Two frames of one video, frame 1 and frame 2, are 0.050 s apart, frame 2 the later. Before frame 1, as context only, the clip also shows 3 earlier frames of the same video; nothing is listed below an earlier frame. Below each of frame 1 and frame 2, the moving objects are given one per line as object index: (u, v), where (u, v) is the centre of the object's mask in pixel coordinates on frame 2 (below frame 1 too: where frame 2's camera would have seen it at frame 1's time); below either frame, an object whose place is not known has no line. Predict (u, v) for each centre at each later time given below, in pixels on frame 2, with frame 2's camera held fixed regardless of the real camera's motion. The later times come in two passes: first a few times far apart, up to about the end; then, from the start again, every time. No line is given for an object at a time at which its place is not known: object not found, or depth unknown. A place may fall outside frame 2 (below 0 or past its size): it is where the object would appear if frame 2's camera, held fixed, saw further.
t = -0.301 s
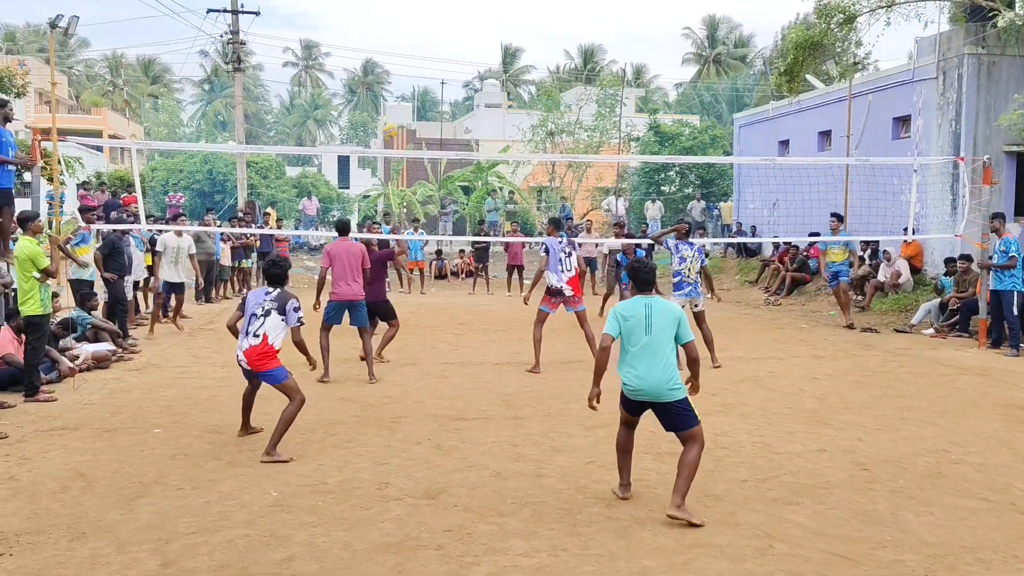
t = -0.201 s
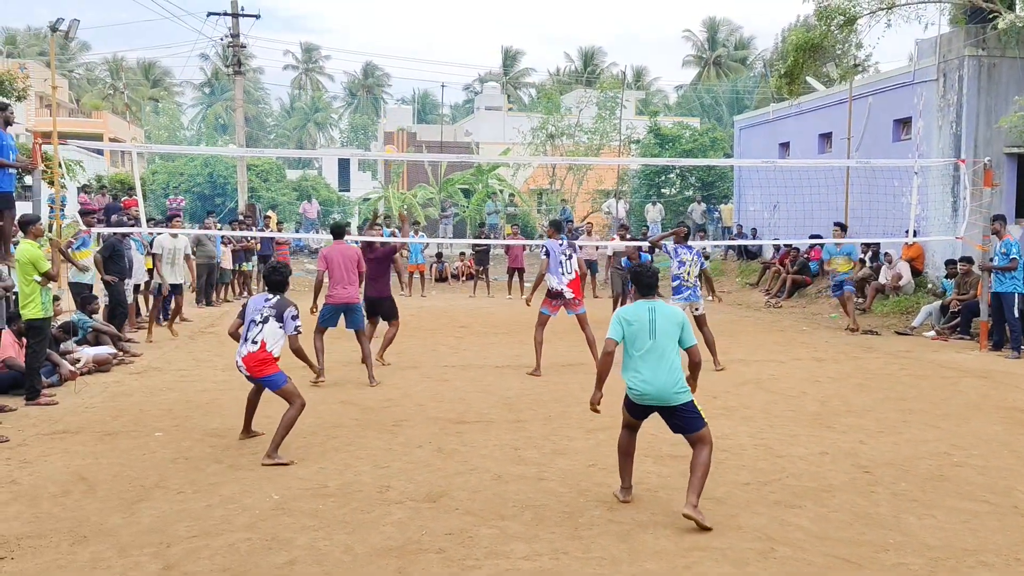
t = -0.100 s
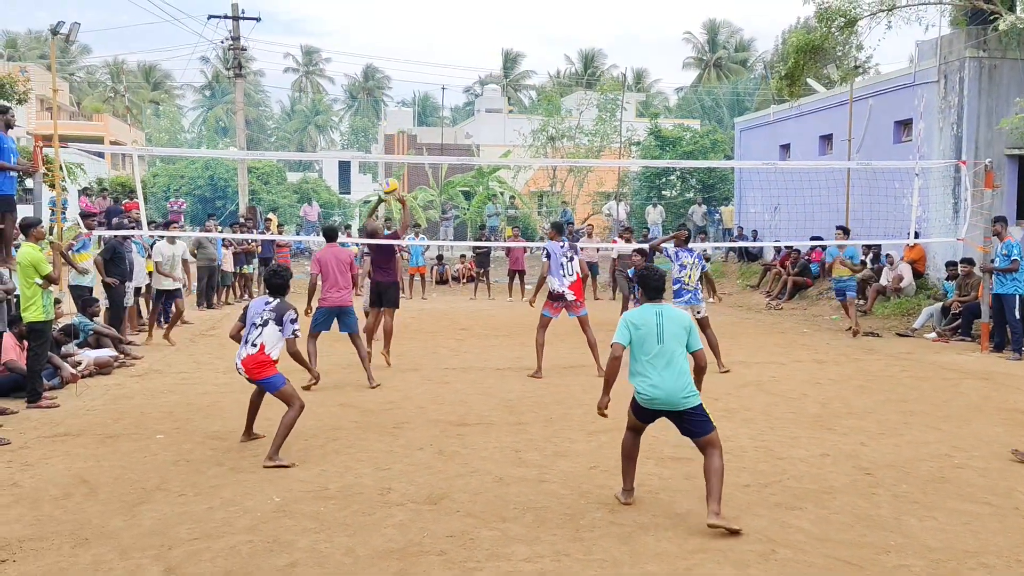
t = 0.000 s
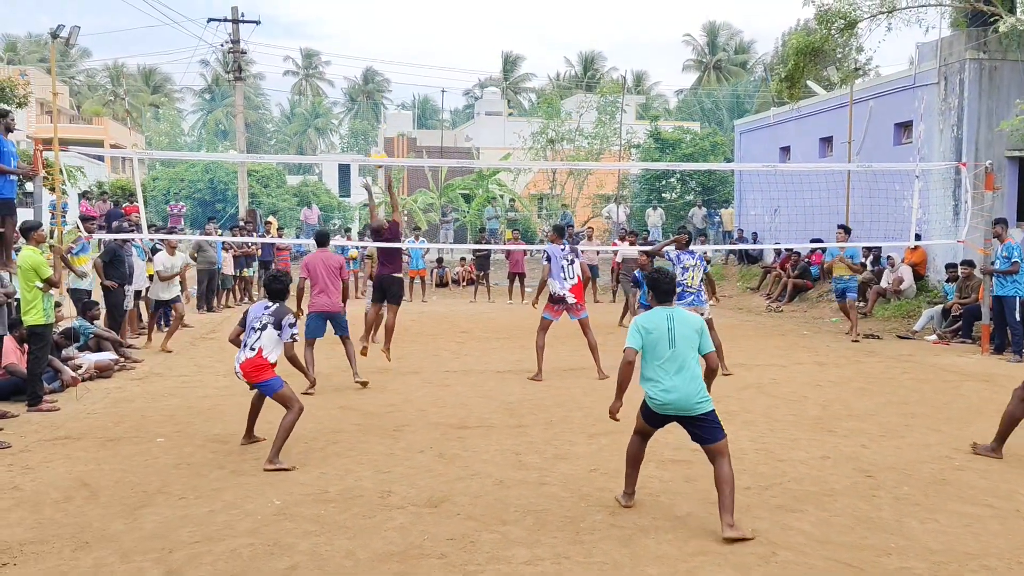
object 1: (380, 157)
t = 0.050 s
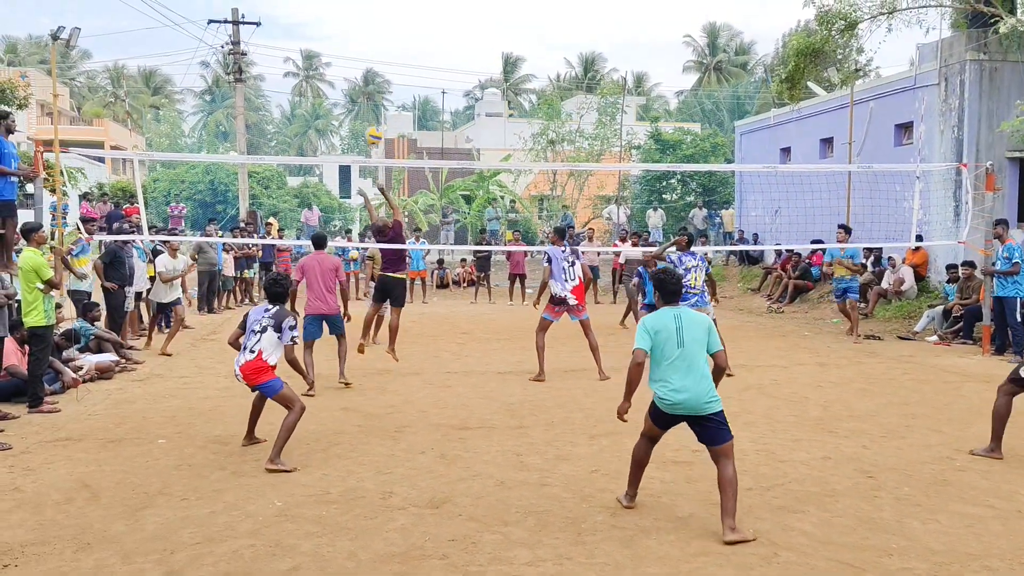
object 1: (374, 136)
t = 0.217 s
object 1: (356, 66)
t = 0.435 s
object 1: (332, 12)
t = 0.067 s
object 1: (372, 128)
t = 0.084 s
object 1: (370, 120)
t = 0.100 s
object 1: (369, 112)
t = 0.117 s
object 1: (366, 104)
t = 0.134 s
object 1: (365, 98)
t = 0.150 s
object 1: (364, 92)
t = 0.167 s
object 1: (362, 85)
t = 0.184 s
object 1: (359, 78)
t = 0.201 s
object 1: (357, 72)
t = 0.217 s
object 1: (356, 66)
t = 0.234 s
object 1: (354, 60)
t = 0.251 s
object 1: (352, 55)
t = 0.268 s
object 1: (350, 50)
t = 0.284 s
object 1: (348, 45)
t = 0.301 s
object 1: (347, 40)
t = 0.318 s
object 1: (345, 36)
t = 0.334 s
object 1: (343, 32)
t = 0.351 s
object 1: (341, 28)
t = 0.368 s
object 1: (339, 24)
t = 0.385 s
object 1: (337, 21)
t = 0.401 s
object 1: (336, 17)
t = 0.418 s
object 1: (334, 14)
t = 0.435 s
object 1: (332, 12)
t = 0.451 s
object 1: (330, 9)
